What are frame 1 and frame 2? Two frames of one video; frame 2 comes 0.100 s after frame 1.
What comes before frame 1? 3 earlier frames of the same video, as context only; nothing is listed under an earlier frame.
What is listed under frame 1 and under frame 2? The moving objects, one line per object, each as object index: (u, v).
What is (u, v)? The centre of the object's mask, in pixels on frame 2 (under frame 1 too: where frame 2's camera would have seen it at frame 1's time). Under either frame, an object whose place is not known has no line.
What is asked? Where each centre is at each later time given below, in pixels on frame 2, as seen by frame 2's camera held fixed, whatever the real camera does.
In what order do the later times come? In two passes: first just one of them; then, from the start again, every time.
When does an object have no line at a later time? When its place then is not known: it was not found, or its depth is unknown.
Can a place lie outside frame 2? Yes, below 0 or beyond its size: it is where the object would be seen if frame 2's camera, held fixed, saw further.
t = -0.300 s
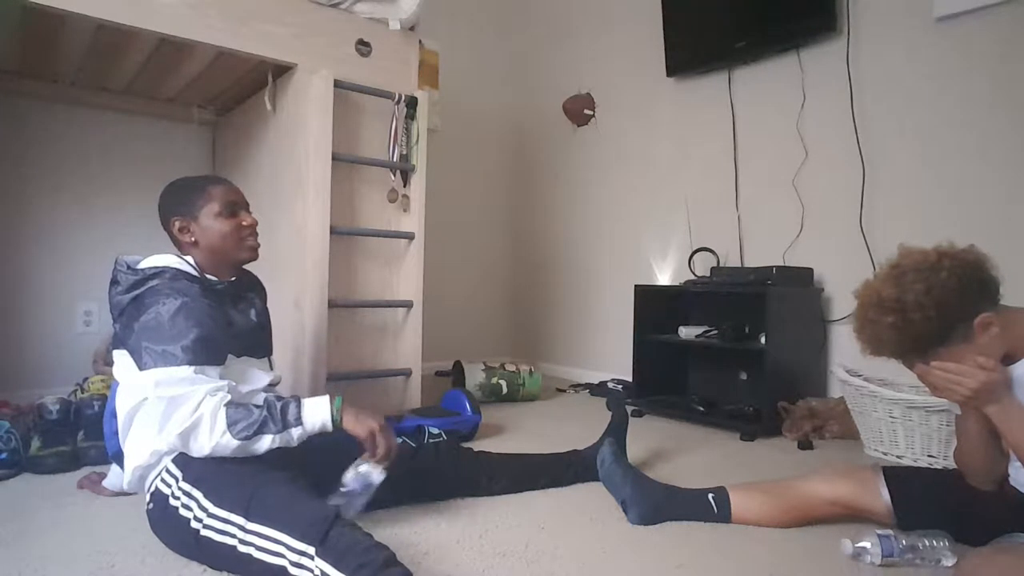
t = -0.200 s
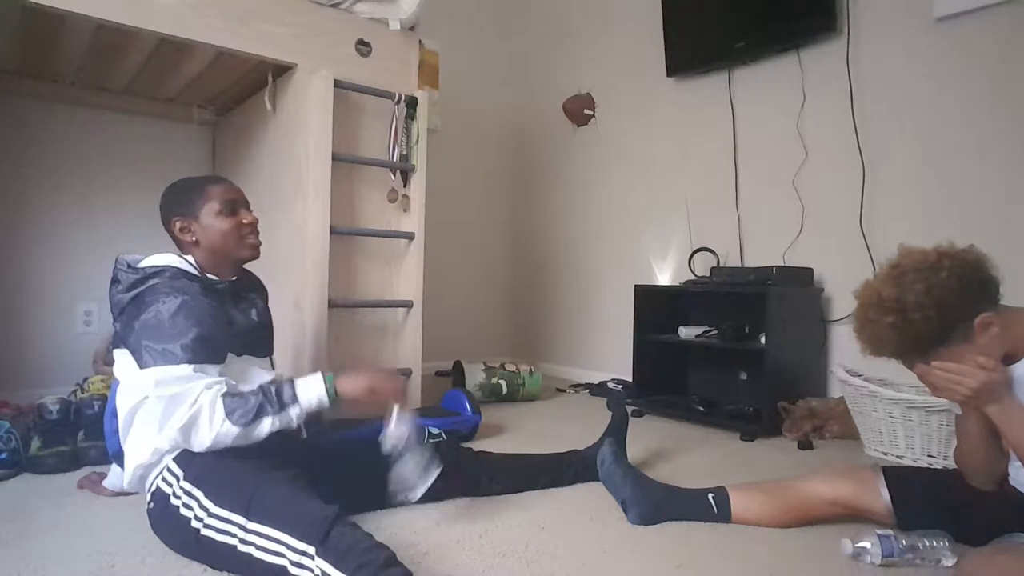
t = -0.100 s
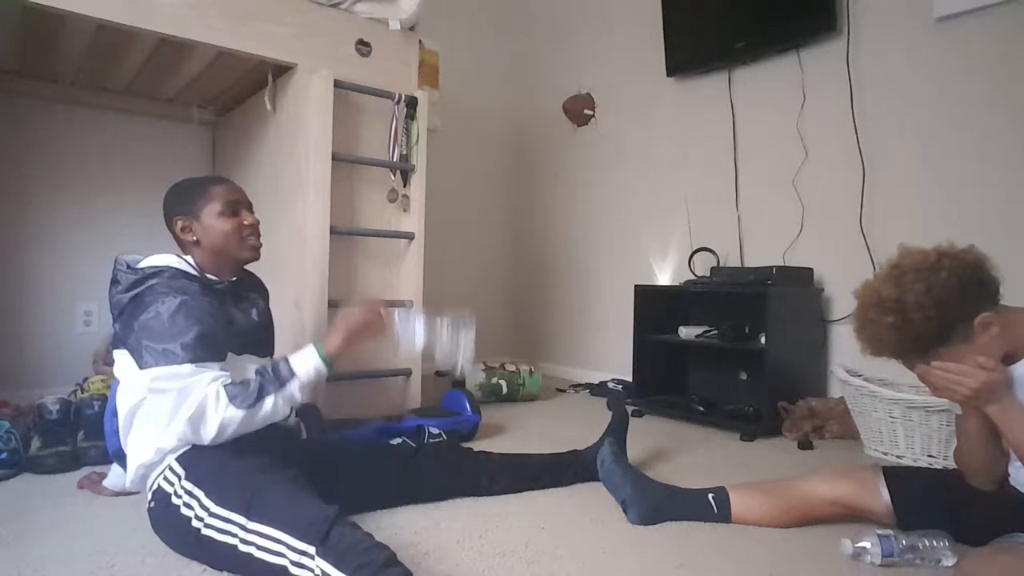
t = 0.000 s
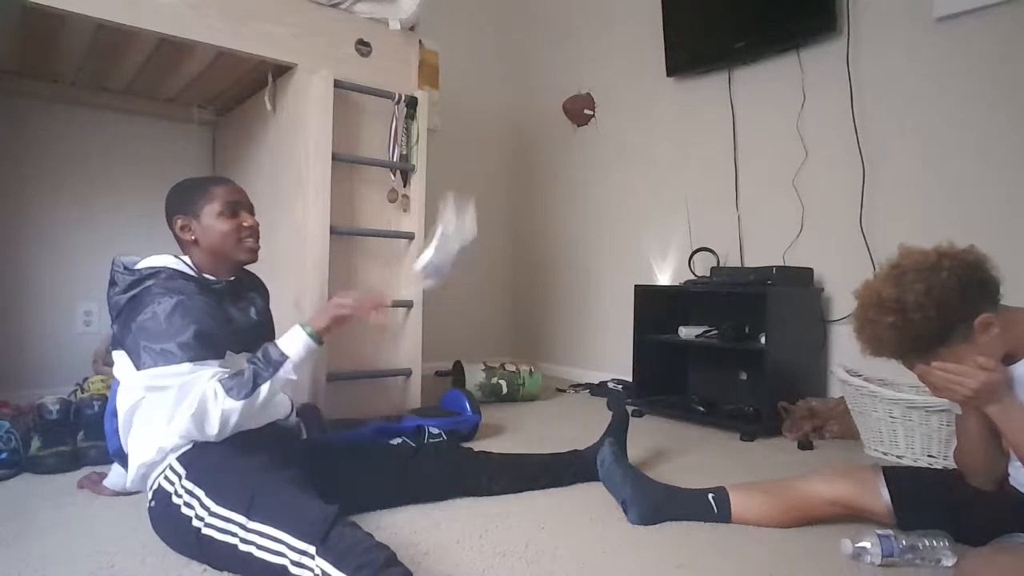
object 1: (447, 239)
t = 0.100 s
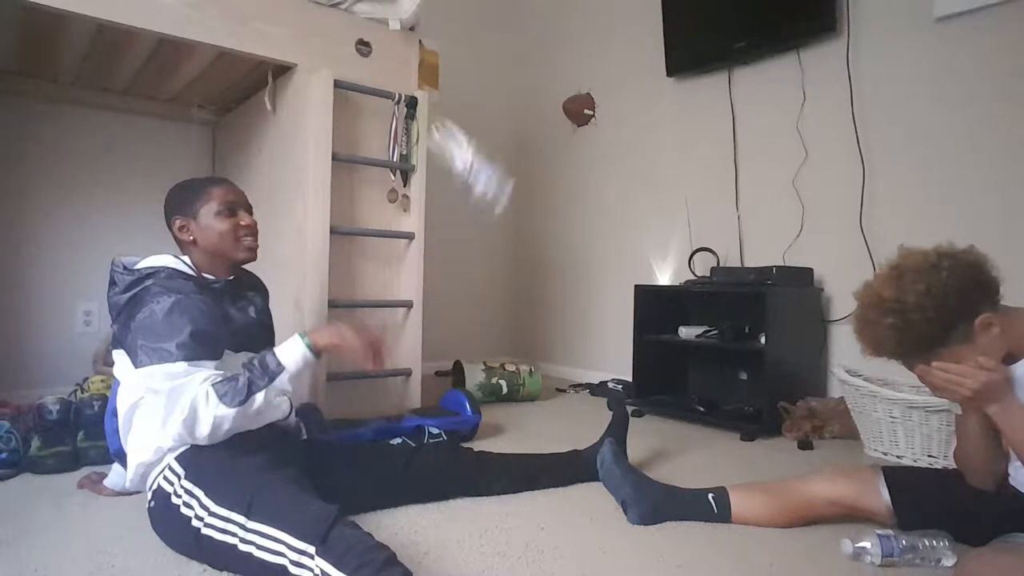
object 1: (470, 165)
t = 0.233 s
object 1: (465, 113)
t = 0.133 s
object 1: (474, 143)
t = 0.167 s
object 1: (473, 127)
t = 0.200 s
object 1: (469, 116)
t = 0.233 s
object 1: (465, 113)
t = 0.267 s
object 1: (461, 117)
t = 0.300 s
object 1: (457, 127)
